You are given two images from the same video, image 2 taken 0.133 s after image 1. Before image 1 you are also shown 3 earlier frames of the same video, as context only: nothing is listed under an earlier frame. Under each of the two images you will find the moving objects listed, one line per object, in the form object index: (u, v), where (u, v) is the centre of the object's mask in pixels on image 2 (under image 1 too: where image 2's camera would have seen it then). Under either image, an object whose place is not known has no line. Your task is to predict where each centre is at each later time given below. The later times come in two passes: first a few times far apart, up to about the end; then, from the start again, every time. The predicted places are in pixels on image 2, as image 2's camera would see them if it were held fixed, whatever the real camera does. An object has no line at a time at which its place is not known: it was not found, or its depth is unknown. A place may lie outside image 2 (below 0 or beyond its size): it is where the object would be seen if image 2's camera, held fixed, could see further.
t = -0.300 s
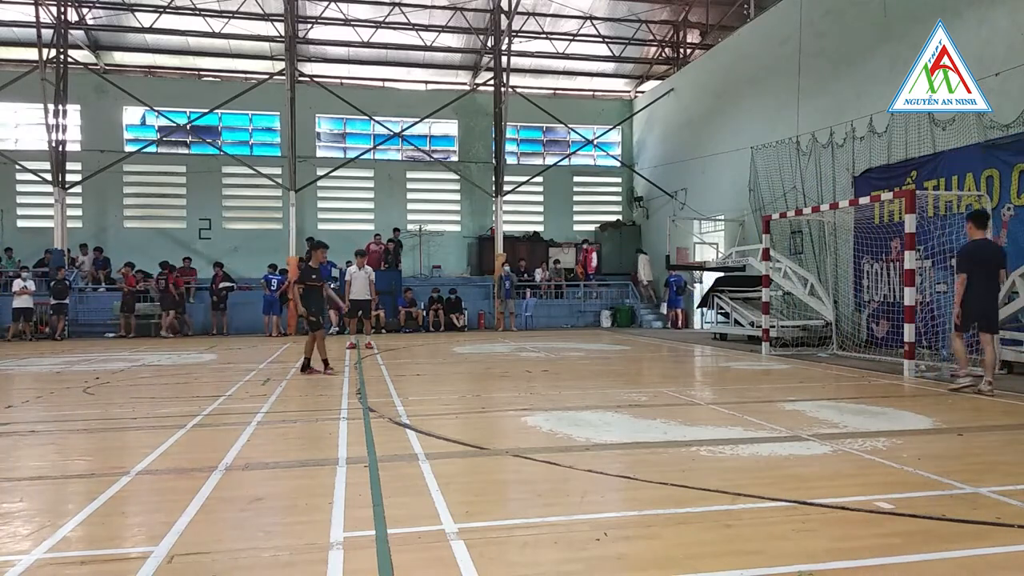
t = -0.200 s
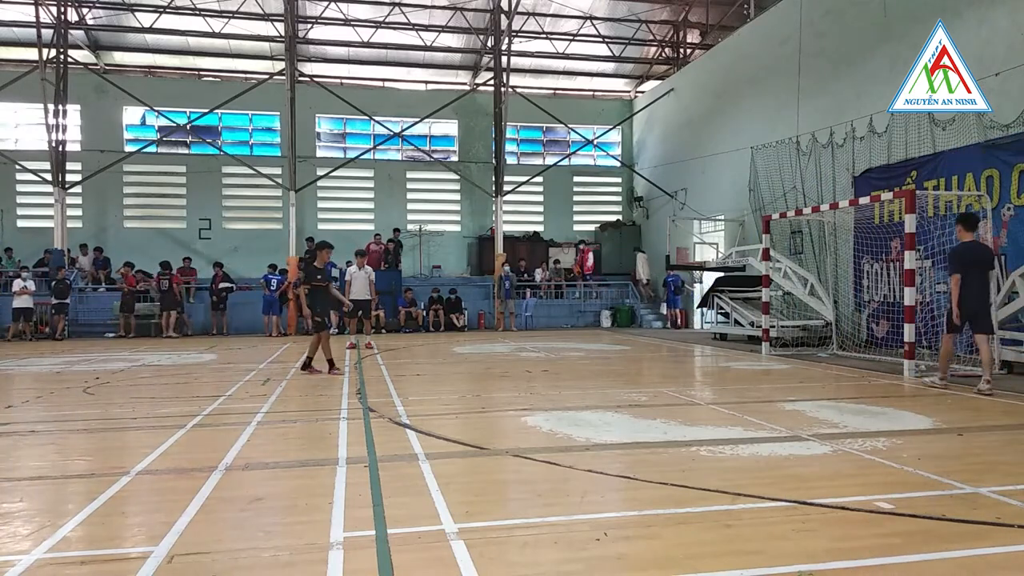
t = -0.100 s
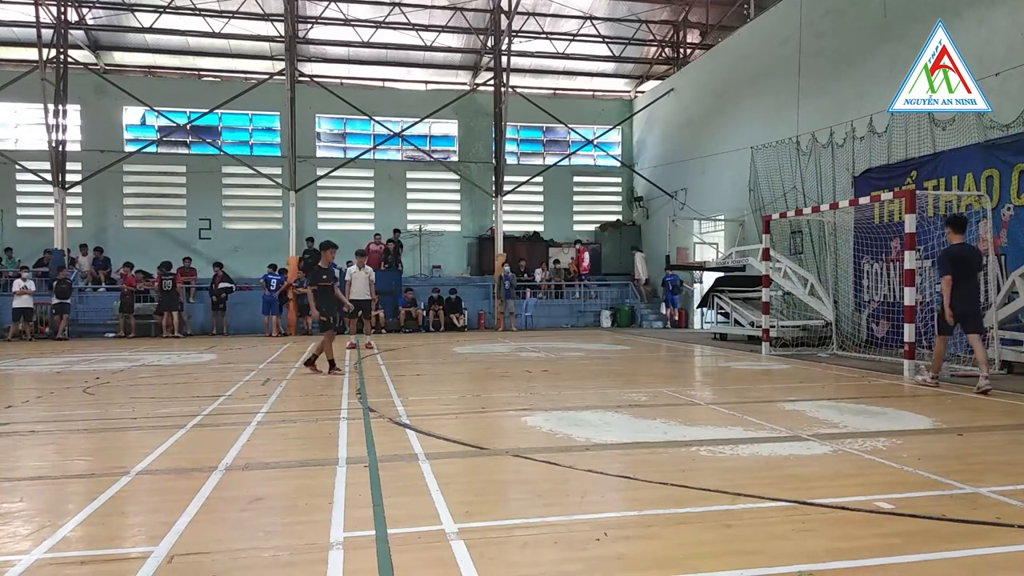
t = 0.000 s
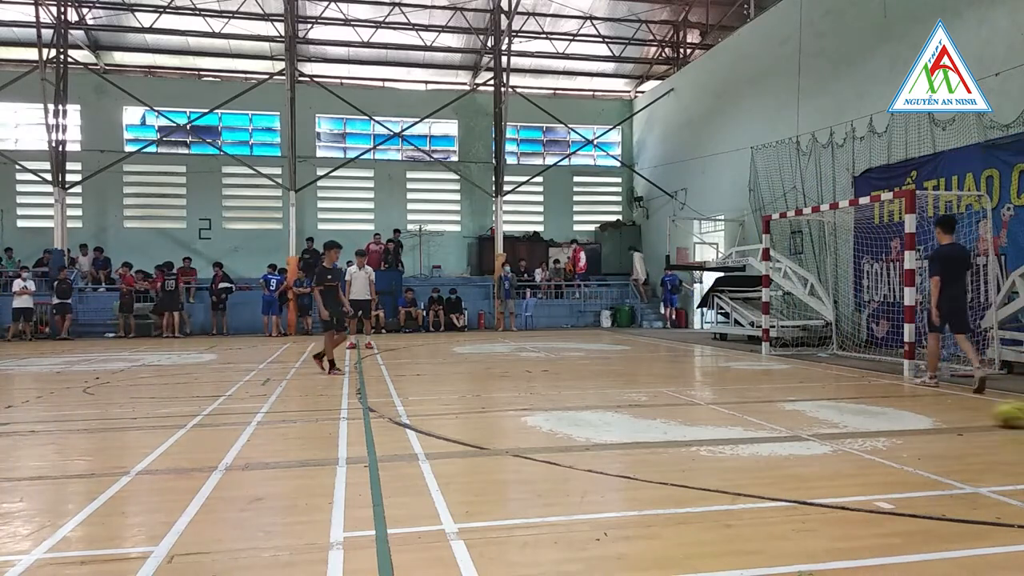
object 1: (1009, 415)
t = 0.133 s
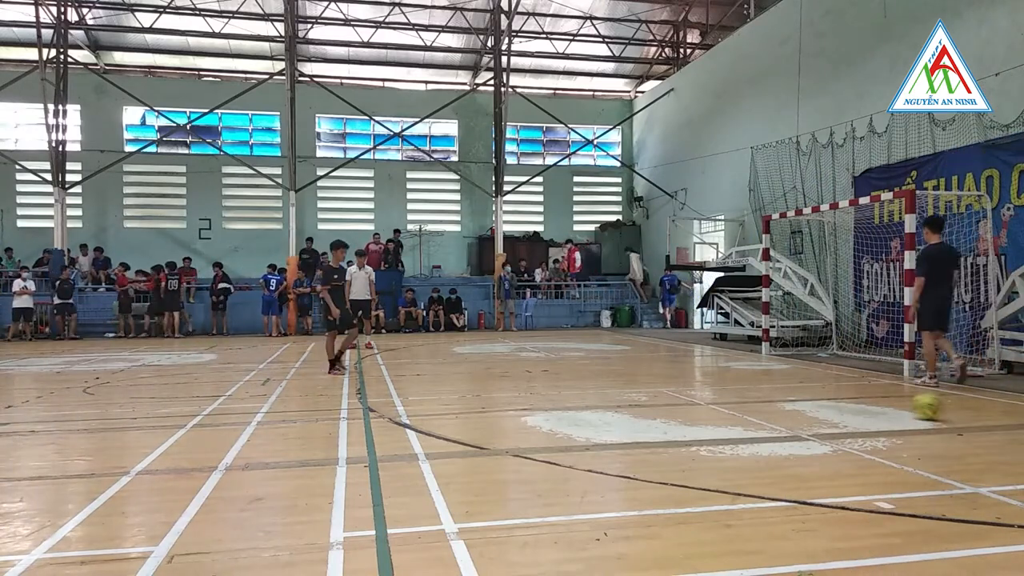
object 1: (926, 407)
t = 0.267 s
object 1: (854, 400)
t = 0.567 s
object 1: (719, 389)
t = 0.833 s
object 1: (624, 381)
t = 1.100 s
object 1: (548, 375)
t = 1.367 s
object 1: (485, 369)
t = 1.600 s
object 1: (438, 365)
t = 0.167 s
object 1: (908, 406)
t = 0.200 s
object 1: (888, 403)
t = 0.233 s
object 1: (871, 402)
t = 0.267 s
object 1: (854, 400)
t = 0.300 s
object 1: (836, 400)
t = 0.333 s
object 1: (821, 398)
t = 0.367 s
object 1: (805, 396)
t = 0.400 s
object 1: (788, 395)
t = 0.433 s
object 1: (774, 395)
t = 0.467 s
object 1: (760, 393)
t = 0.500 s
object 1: (746, 392)
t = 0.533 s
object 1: (732, 390)
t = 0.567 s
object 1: (719, 389)
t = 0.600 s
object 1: (706, 388)
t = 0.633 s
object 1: (694, 387)
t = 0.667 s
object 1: (682, 386)
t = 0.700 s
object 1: (669, 385)
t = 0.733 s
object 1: (657, 383)
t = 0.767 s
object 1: (647, 383)
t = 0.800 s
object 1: (635, 382)
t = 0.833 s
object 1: (624, 381)
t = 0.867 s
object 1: (614, 380)
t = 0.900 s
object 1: (605, 379)
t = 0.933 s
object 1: (595, 379)
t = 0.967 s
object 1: (584, 378)
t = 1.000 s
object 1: (575, 377)
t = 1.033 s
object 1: (566, 376)
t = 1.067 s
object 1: (556, 376)
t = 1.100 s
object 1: (548, 375)
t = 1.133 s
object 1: (539, 374)
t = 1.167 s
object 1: (532, 374)
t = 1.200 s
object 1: (524, 372)
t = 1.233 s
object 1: (515, 372)
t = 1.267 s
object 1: (507, 371)
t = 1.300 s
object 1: (500, 370)
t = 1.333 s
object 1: (493, 370)
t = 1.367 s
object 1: (485, 369)
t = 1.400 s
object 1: (477, 369)
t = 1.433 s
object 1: (471, 367)
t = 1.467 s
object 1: (464, 367)
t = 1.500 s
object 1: (457, 367)
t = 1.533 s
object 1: (450, 366)
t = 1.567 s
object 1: (444, 366)
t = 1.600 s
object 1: (438, 365)
